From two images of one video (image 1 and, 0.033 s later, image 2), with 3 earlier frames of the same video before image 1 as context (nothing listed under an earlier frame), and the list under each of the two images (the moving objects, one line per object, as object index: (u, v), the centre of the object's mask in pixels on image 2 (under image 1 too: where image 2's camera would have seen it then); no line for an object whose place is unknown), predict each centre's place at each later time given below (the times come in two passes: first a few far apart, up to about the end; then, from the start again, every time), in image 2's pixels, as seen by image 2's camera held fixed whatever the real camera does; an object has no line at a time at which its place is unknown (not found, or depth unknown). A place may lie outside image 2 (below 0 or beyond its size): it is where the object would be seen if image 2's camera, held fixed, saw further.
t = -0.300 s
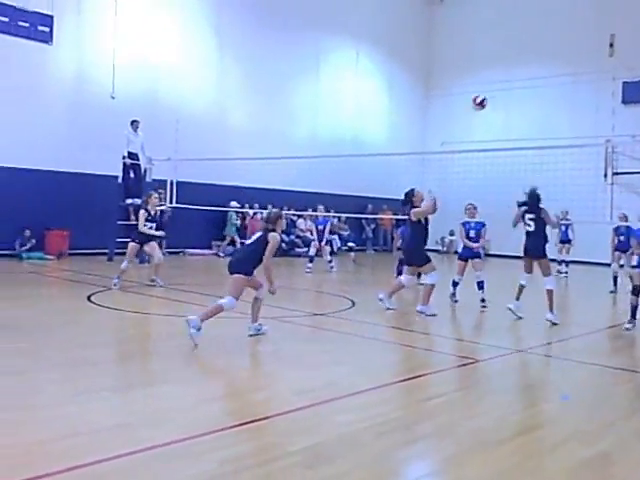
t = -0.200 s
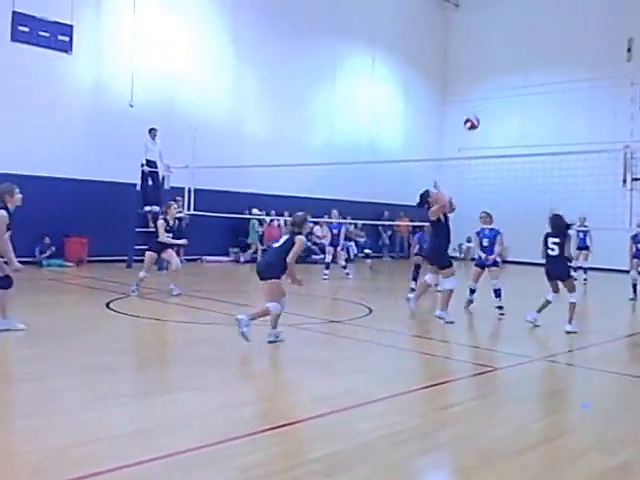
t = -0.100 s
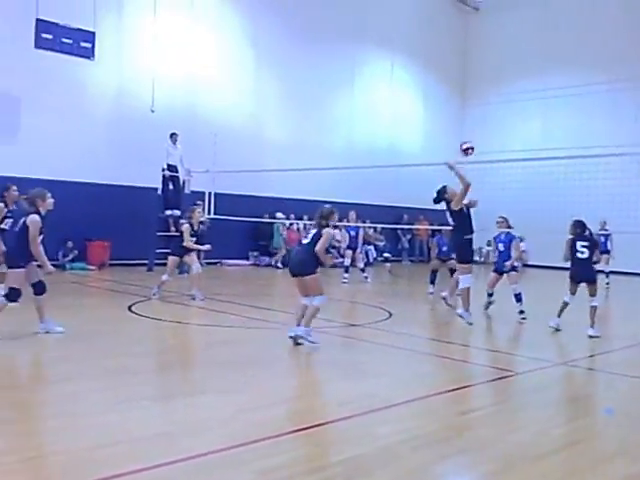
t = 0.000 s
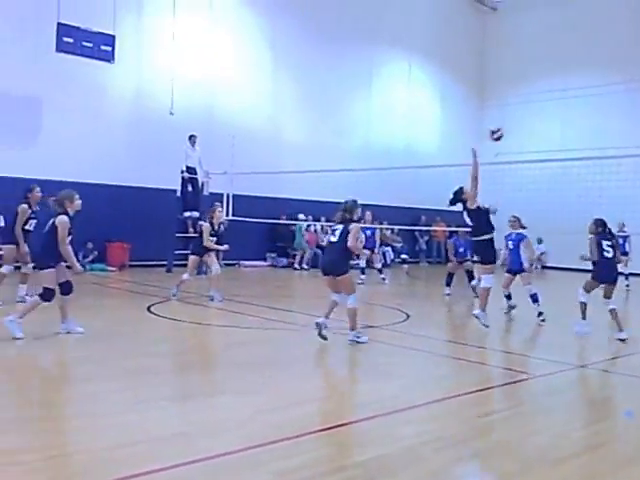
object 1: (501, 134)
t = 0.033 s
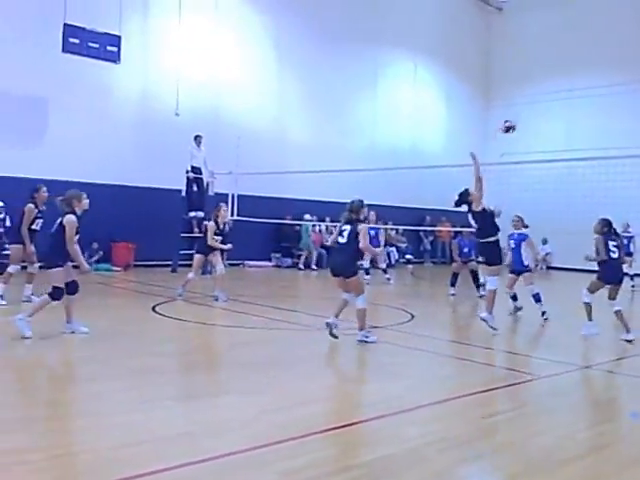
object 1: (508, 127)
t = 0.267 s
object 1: (552, 99)
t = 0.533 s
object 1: (588, 114)
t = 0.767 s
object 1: (612, 158)
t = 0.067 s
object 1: (515, 121)
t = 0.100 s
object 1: (521, 114)
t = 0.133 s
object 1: (528, 109)
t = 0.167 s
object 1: (534, 105)
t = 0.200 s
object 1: (540, 102)
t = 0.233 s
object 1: (546, 100)
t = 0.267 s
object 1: (552, 99)
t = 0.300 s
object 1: (557, 98)
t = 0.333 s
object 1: (562, 98)
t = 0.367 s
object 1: (566, 100)
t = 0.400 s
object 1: (571, 101)
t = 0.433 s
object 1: (576, 103)
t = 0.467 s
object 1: (580, 106)
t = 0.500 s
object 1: (584, 110)
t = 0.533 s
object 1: (588, 114)
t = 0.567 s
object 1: (593, 119)
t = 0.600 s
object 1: (596, 124)
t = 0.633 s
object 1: (599, 129)
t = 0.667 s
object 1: (602, 136)
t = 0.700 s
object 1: (605, 143)
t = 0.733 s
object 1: (608, 150)
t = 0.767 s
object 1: (612, 158)
